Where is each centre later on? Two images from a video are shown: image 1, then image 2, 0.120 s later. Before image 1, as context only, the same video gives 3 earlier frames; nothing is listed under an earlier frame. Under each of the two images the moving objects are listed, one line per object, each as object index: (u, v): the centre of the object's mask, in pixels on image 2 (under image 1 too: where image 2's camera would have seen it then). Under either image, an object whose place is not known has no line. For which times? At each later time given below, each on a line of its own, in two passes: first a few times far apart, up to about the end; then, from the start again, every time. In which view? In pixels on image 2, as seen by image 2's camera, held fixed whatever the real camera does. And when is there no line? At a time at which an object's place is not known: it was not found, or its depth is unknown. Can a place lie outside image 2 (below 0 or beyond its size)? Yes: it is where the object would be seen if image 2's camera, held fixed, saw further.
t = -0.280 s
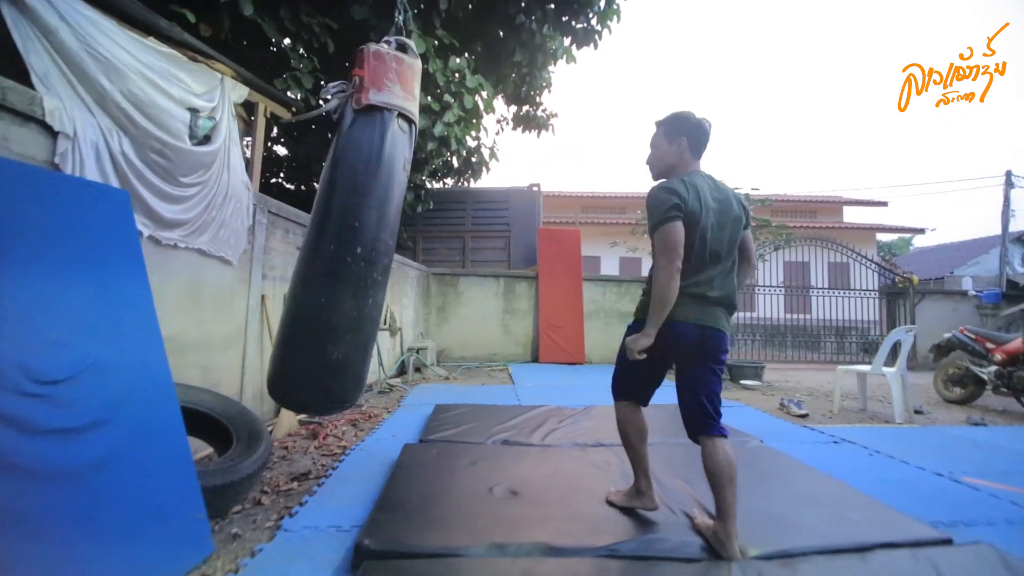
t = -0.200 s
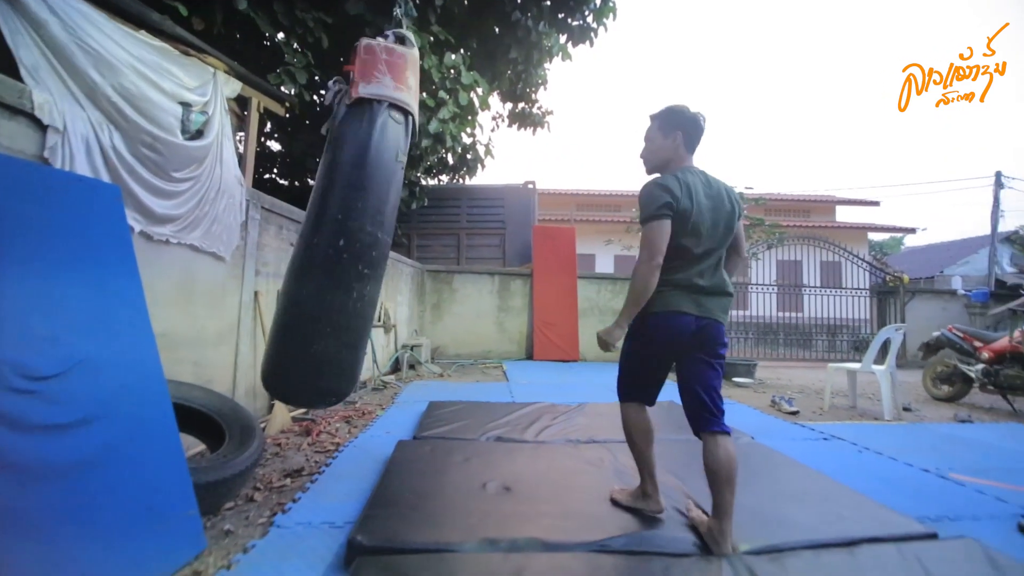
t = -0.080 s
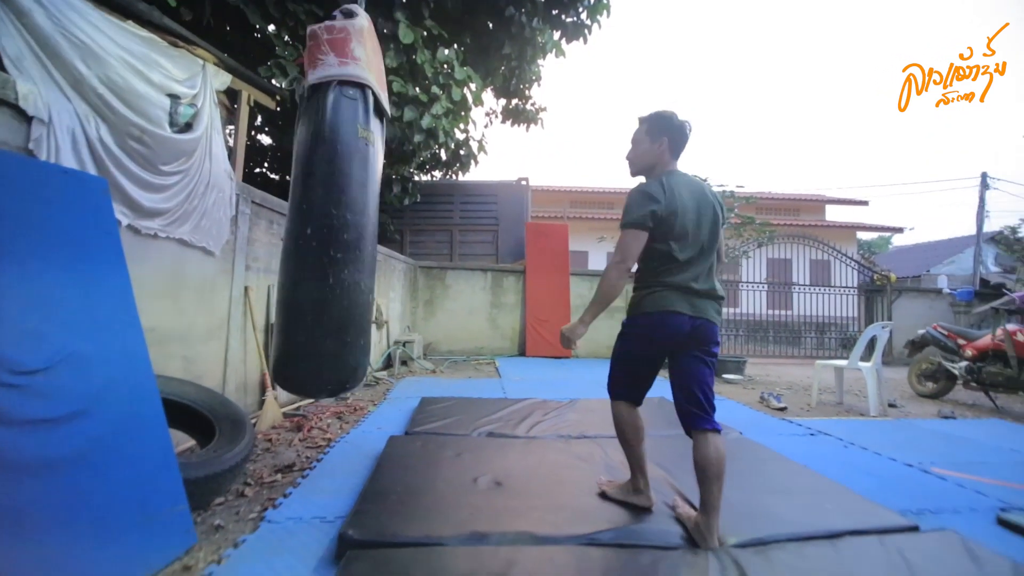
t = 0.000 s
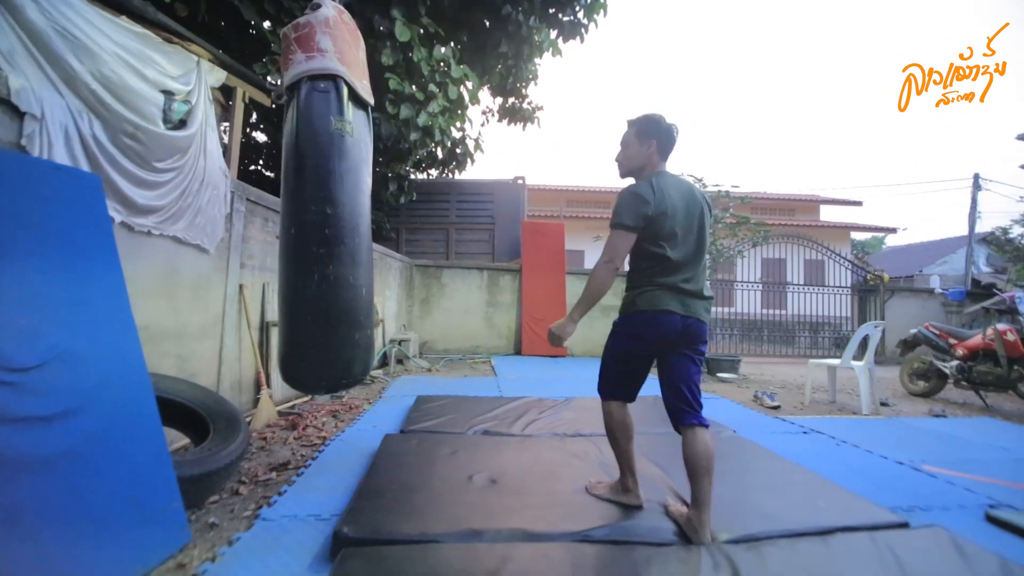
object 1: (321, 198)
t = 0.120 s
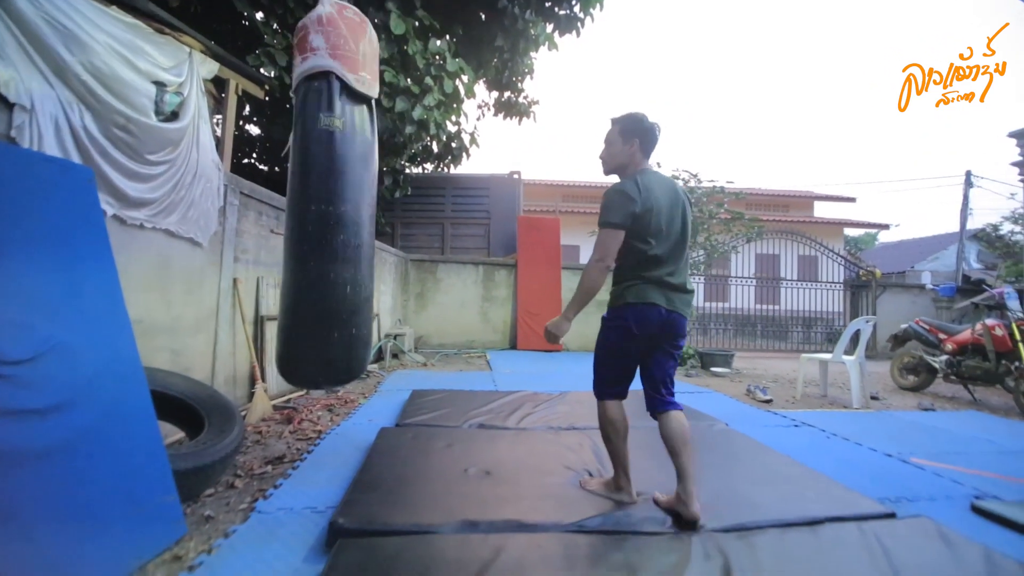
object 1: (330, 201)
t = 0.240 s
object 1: (347, 209)
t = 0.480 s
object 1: (347, 207)
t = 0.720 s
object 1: (373, 209)
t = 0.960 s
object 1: (369, 205)
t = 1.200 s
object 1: (380, 205)
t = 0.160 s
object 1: (336, 204)
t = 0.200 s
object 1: (342, 207)
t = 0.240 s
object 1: (347, 209)
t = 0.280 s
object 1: (351, 211)
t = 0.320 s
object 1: (352, 211)
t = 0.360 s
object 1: (351, 210)
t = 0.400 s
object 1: (349, 208)
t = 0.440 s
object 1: (347, 207)
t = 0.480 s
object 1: (347, 207)
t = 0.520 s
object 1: (352, 207)
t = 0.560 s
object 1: (357, 208)
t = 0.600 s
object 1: (362, 208)
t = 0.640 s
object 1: (367, 208)
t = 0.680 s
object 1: (372, 208)
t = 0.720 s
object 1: (373, 209)
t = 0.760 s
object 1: (374, 207)
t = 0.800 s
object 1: (374, 205)
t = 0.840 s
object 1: (372, 204)
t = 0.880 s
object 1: (370, 203)
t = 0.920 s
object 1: (369, 204)
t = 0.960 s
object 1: (369, 205)
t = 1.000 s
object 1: (370, 206)
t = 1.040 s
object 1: (373, 207)
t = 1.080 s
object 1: (376, 207)
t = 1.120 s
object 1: (378, 207)
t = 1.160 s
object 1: (380, 206)
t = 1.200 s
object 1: (380, 205)
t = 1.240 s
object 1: (379, 204)
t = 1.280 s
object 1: (377, 204)
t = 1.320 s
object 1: (370, 205)
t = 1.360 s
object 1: (367, 206)
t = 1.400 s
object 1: (365, 206)
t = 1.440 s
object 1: (363, 207)
